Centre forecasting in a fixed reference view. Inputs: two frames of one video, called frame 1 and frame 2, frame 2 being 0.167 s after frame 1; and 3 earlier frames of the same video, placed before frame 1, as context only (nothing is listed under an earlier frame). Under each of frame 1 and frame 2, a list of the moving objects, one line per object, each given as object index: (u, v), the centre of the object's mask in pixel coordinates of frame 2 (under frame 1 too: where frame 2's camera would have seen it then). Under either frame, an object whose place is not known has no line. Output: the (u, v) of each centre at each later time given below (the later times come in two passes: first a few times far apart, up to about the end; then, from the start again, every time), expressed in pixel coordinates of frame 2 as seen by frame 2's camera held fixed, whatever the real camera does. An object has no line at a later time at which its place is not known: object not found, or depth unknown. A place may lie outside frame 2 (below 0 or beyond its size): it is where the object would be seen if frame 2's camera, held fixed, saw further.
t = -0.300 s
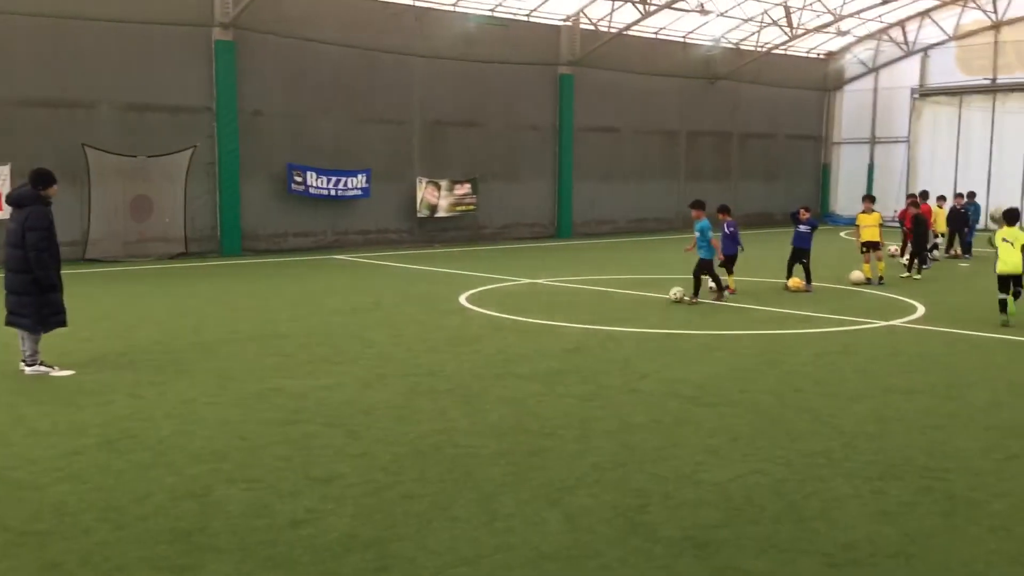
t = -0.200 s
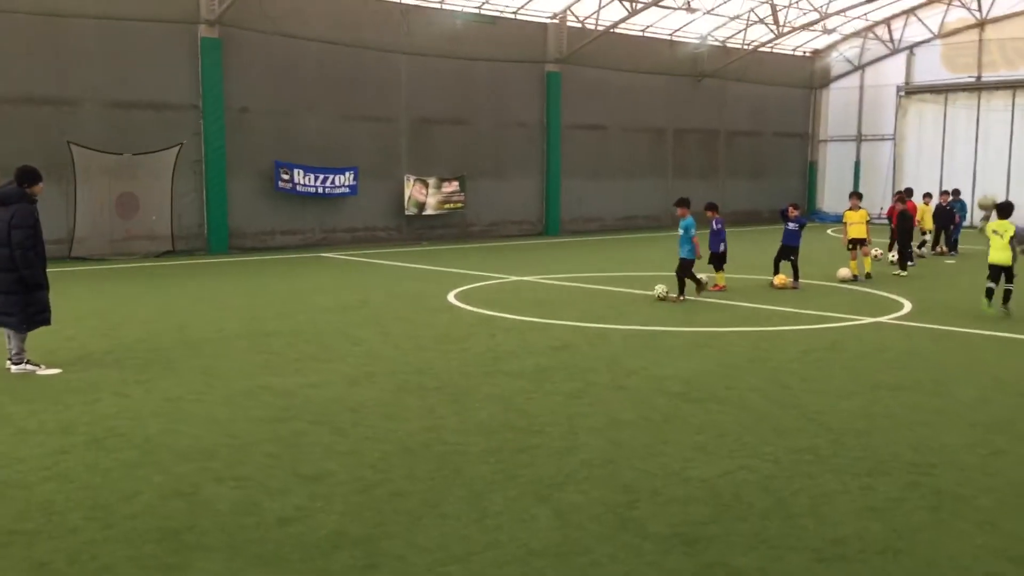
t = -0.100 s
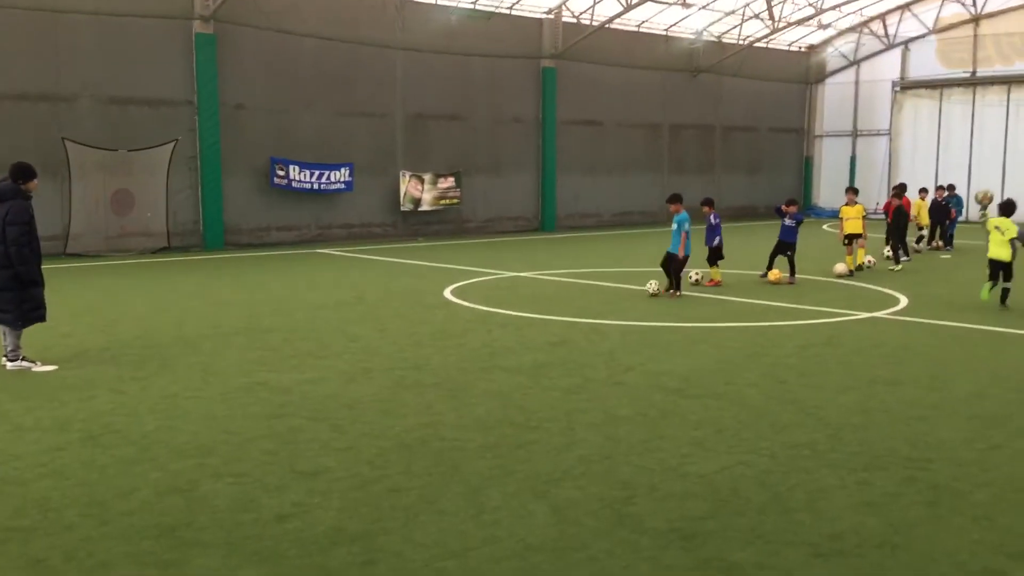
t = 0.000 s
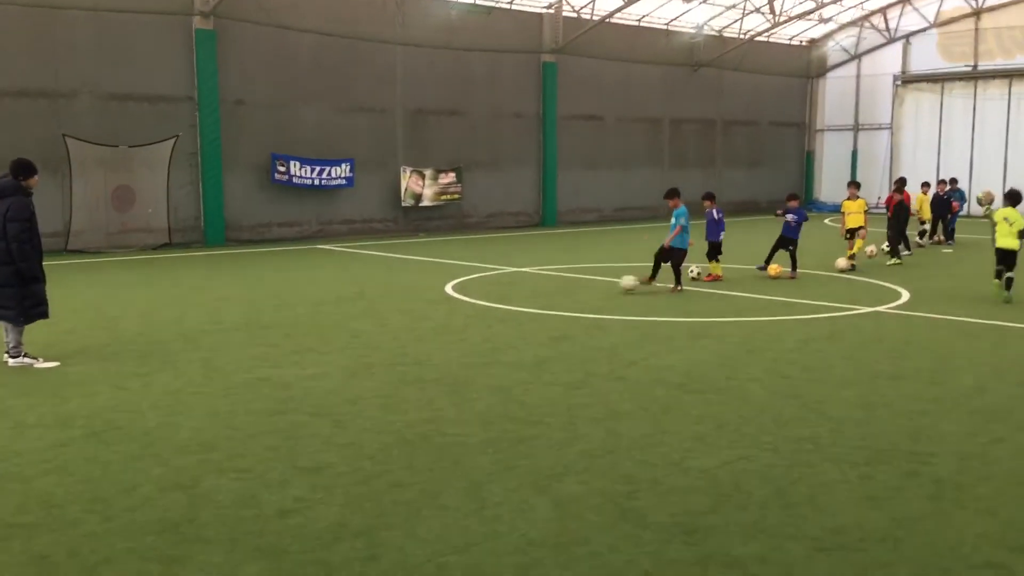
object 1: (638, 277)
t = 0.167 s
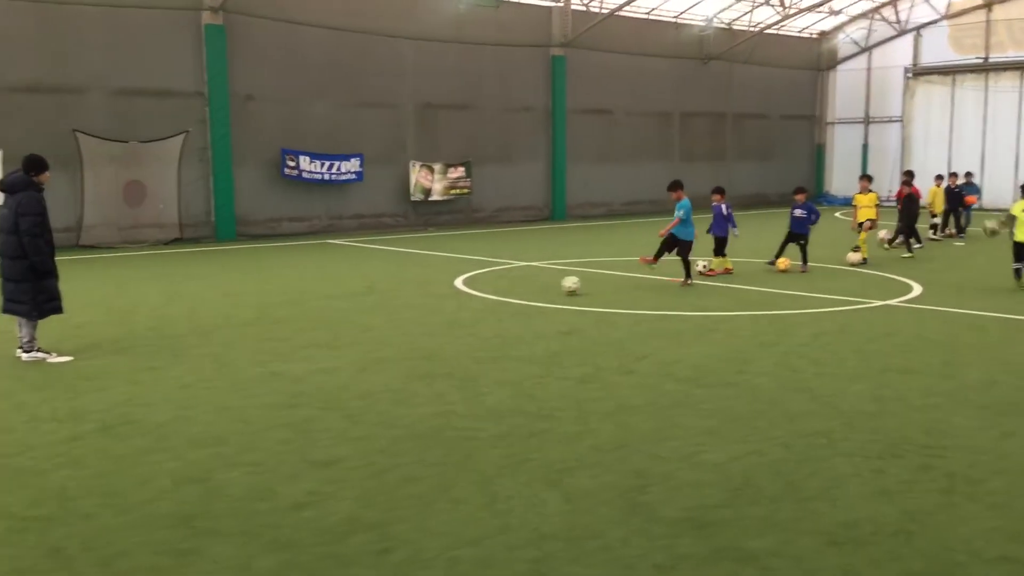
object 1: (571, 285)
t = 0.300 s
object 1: (518, 291)
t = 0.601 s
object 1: (408, 304)
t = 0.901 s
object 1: (308, 314)
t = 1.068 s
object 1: (249, 321)
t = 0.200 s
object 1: (558, 287)
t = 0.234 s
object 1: (544, 288)
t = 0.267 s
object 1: (531, 291)
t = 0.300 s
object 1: (518, 291)
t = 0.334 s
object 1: (506, 291)
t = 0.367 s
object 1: (493, 294)
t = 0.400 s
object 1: (480, 296)
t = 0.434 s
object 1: (468, 297)
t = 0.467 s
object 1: (455, 298)
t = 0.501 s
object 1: (443, 299)
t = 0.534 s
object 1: (431, 301)
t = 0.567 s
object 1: (420, 302)
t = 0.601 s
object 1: (408, 304)
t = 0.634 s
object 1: (398, 304)
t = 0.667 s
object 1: (386, 306)
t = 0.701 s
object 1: (375, 307)
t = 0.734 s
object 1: (363, 308)
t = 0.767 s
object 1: (352, 310)
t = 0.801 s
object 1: (341, 311)
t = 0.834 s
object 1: (330, 312)
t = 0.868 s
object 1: (318, 313)
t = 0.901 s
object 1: (308, 314)
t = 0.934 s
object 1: (296, 315)
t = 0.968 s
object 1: (285, 316)
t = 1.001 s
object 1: (273, 318)
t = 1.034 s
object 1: (260, 319)
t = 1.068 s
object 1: (249, 321)
